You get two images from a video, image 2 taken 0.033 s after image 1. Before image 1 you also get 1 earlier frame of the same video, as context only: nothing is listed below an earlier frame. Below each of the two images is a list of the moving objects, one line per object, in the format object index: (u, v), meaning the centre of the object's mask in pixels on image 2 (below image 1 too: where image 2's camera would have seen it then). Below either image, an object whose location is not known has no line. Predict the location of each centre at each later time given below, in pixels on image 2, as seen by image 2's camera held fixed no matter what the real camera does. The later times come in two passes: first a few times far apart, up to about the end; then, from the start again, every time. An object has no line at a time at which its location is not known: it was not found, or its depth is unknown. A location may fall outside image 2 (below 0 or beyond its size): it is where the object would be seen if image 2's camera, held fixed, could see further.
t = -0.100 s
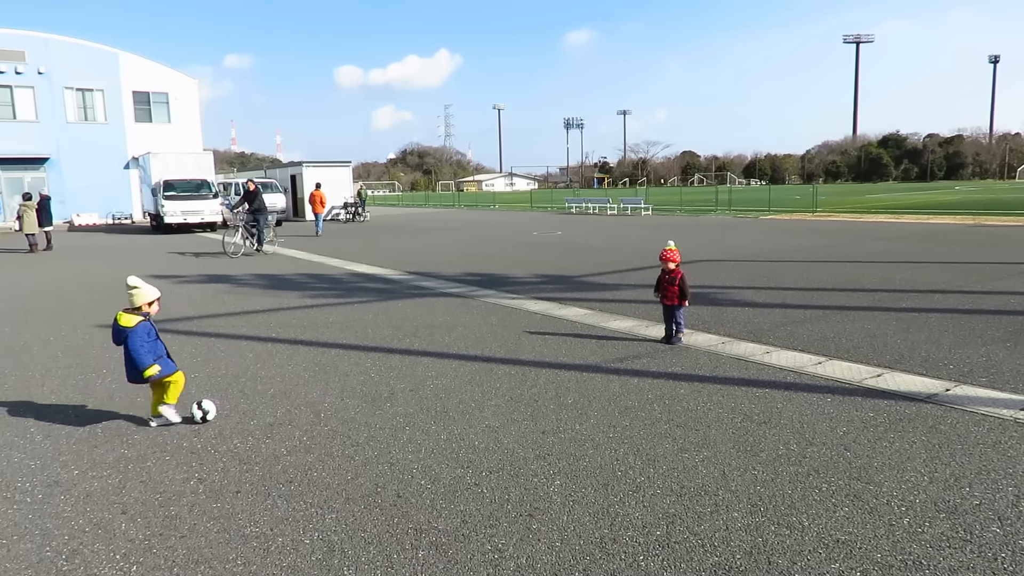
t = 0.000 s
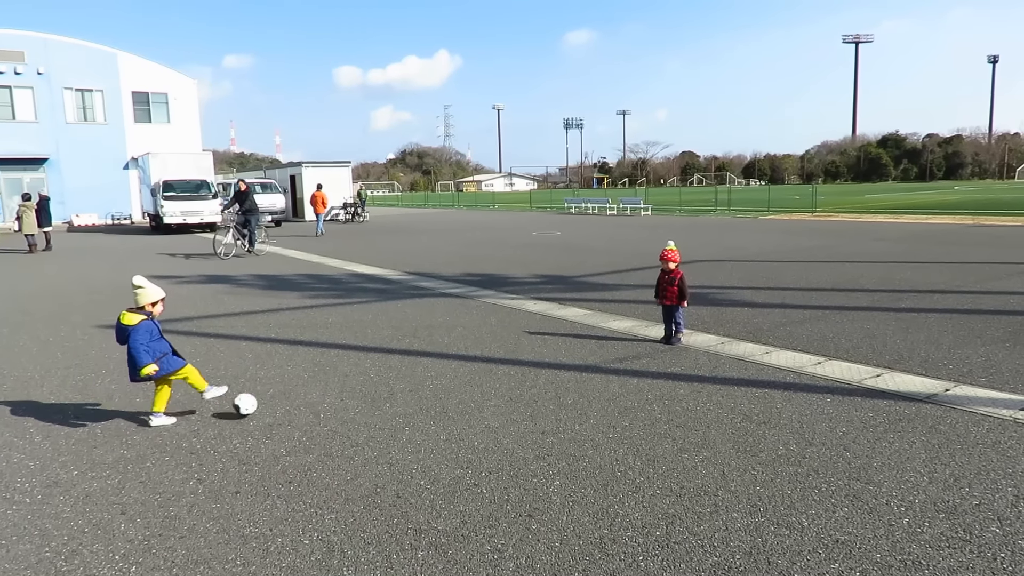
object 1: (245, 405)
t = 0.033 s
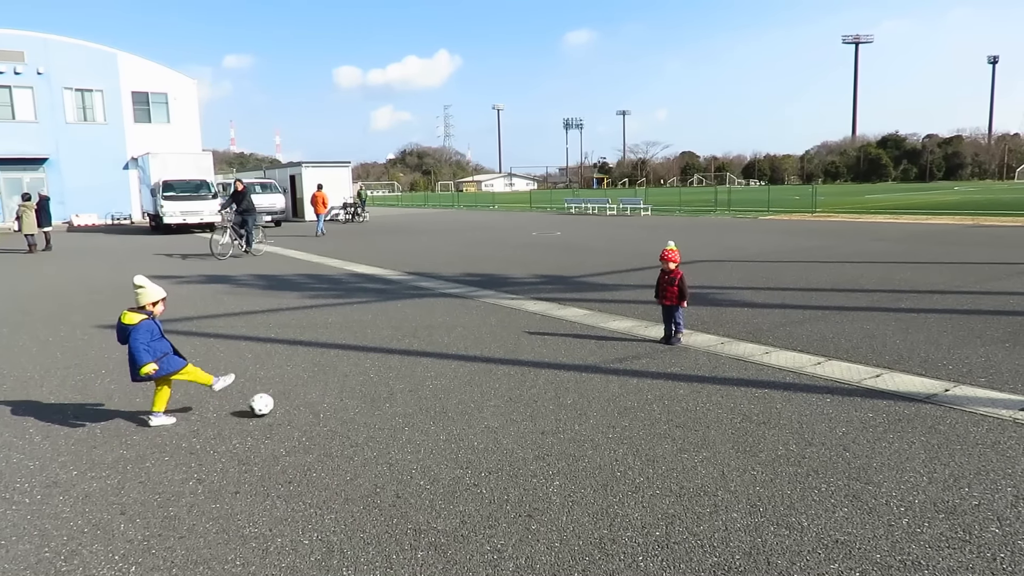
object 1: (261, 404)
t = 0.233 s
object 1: (345, 397)
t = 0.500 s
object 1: (419, 389)
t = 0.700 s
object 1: (468, 384)
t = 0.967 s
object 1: (530, 378)
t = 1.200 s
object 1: (580, 374)
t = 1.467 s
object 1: (633, 370)
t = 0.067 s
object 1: (277, 403)
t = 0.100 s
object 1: (292, 401)
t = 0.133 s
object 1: (307, 401)
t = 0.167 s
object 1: (321, 399)
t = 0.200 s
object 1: (334, 398)
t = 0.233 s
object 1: (345, 397)
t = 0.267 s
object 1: (356, 396)
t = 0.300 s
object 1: (366, 395)
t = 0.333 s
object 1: (375, 394)
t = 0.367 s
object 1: (383, 393)
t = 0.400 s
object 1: (393, 392)
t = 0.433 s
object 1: (401, 391)
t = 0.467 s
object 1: (410, 390)
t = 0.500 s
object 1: (419, 389)
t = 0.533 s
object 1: (427, 389)
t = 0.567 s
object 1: (435, 387)
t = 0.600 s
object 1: (443, 387)
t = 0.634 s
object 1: (451, 386)
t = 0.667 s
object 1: (460, 385)
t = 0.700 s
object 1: (468, 384)
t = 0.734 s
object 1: (476, 384)
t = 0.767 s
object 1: (484, 383)
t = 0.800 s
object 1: (491, 382)
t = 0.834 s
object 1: (499, 382)
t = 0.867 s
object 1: (506, 381)
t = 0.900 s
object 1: (514, 380)
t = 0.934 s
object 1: (522, 379)
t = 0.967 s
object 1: (530, 378)
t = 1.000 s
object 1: (537, 378)
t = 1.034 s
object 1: (544, 377)
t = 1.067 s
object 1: (551, 377)
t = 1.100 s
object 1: (558, 376)
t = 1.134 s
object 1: (565, 375)
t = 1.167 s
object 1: (572, 375)
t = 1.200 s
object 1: (580, 374)
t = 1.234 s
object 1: (587, 374)
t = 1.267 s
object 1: (594, 373)
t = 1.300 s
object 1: (600, 373)
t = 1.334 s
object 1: (607, 372)
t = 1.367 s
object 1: (613, 371)
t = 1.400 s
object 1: (620, 370)
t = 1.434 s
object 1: (627, 370)
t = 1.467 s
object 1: (633, 370)
